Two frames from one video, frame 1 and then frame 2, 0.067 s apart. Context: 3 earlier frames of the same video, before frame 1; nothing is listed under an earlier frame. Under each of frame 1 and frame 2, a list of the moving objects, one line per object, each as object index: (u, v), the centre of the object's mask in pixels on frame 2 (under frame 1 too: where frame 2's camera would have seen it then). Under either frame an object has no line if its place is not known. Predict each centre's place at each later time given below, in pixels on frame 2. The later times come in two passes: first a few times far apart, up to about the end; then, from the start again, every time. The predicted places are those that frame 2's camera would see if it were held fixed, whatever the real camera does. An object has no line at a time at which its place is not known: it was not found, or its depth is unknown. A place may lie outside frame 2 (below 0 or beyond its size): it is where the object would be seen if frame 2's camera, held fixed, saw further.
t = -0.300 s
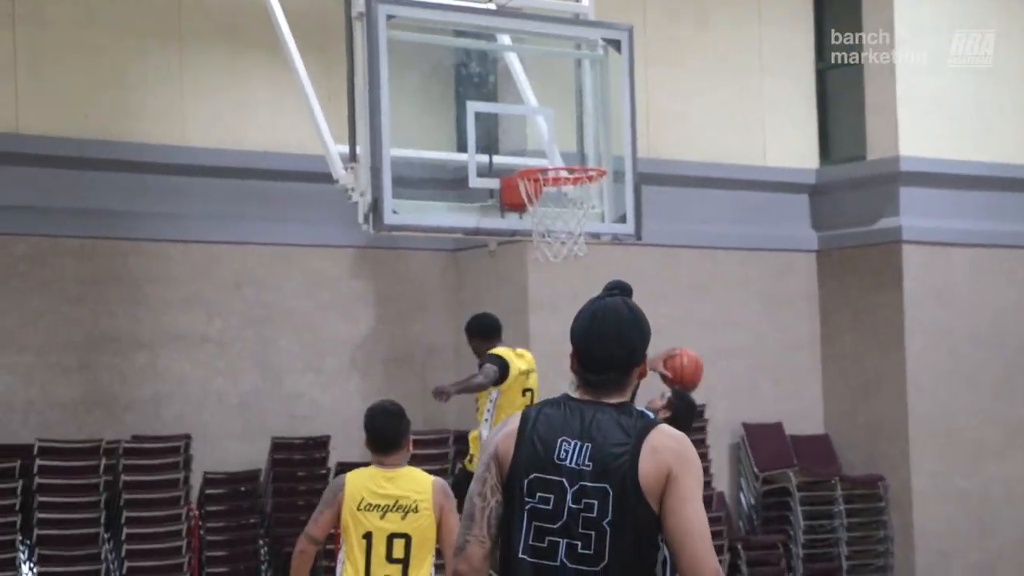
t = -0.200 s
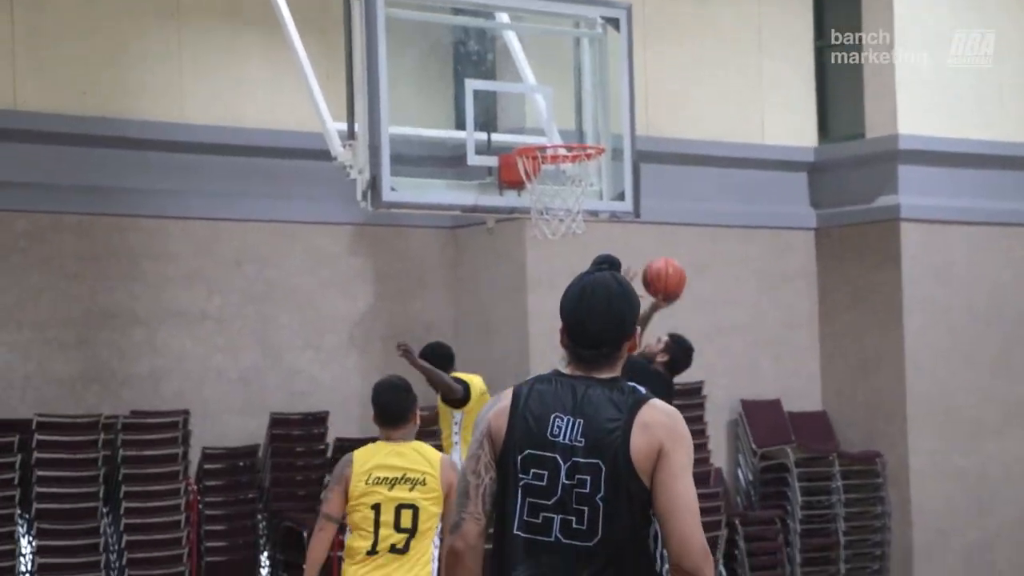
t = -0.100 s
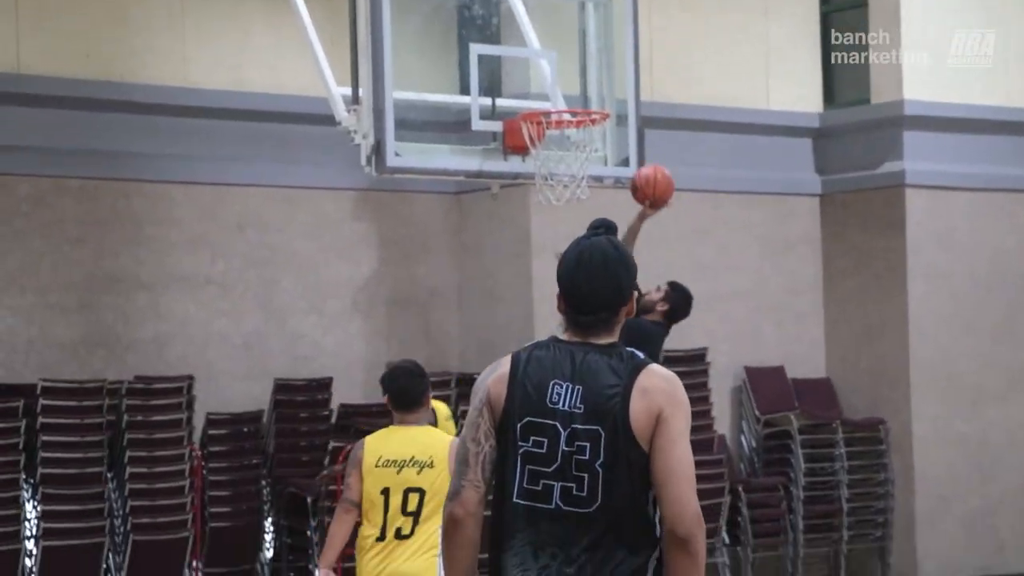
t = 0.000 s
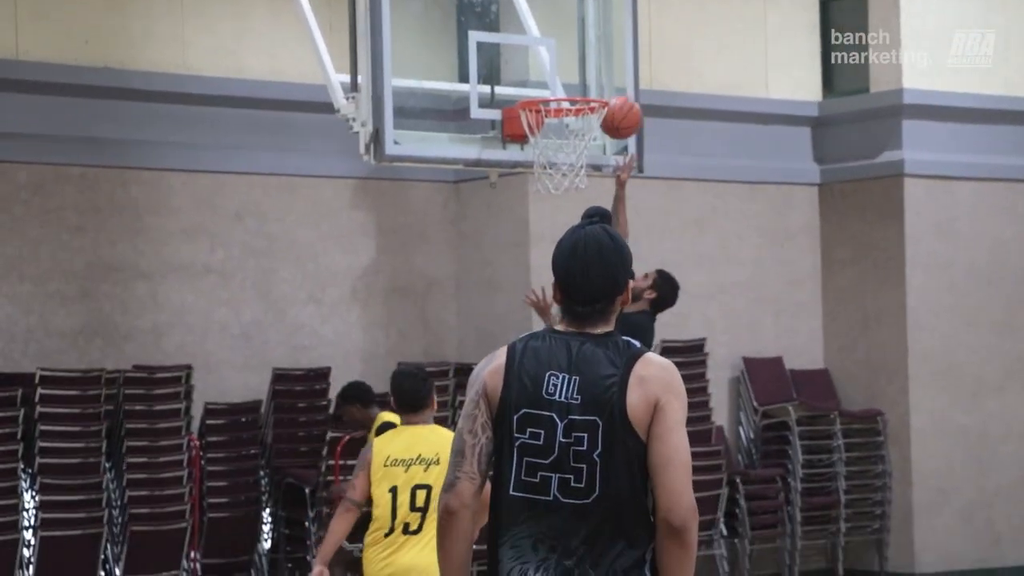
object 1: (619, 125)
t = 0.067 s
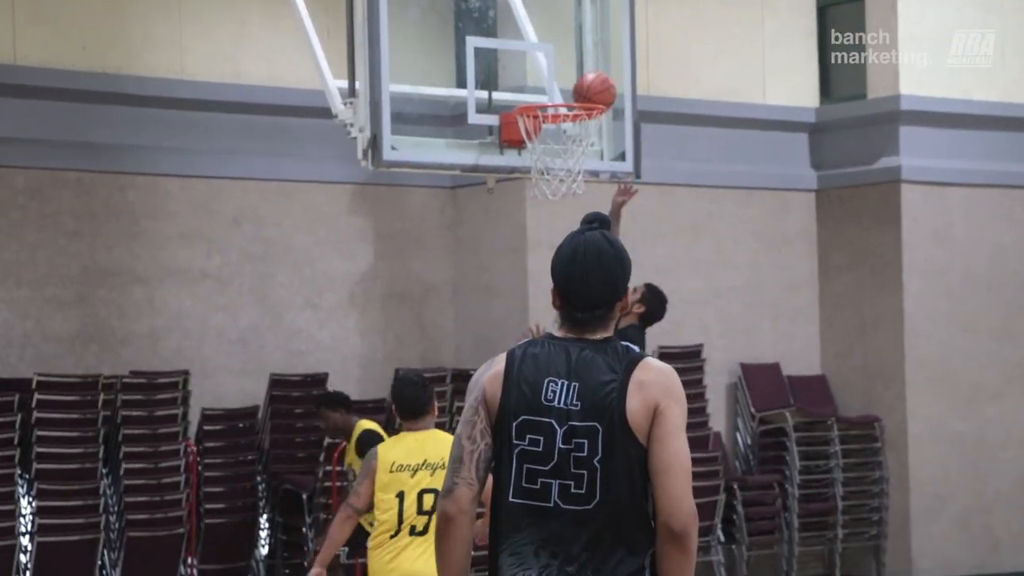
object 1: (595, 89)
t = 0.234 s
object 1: (583, 66)
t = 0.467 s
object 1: (582, 84)
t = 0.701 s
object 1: (565, 127)
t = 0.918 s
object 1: (552, 212)
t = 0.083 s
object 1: (588, 85)
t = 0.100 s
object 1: (583, 80)
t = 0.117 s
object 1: (580, 76)
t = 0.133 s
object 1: (580, 73)
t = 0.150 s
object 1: (580, 71)
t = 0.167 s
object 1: (581, 69)
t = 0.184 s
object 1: (581, 68)
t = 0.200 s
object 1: (581, 67)
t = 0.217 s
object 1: (582, 66)
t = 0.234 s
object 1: (583, 66)
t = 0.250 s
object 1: (584, 67)
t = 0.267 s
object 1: (584, 68)
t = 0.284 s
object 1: (585, 70)
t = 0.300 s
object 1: (585, 72)
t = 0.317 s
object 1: (586, 75)
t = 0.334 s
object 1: (586, 77)
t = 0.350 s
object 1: (587, 81)
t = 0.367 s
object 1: (588, 84)
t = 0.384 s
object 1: (589, 88)
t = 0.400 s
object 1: (588, 88)
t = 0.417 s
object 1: (587, 86)
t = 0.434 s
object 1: (585, 85)
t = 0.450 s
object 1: (583, 84)
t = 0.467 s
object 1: (582, 84)
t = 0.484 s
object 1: (581, 83)
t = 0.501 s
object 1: (580, 83)
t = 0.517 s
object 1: (578, 84)
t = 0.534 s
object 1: (577, 84)
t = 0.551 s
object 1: (575, 85)
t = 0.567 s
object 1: (574, 86)
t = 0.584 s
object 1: (574, 88)
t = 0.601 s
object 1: (572, 90)
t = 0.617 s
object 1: (571, 92)
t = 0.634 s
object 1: (570, 100)
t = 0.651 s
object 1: (567, 107)
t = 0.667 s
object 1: (566, 113)
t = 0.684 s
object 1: (566, 118)
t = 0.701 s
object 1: (565, 127)
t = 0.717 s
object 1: (562, 131)
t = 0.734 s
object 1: (560, 139)
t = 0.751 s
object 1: (559, 146)
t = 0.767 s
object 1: (558, 153)
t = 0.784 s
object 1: (558, 161)
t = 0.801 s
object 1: (556, 167)
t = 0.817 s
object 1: (556, 172)
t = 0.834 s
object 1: (556, 179)
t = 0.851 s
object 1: (554, 184)
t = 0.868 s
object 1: (553, 193)
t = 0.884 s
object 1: (553, 197)
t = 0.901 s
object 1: (553, 203)
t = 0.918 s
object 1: (552, 212)
